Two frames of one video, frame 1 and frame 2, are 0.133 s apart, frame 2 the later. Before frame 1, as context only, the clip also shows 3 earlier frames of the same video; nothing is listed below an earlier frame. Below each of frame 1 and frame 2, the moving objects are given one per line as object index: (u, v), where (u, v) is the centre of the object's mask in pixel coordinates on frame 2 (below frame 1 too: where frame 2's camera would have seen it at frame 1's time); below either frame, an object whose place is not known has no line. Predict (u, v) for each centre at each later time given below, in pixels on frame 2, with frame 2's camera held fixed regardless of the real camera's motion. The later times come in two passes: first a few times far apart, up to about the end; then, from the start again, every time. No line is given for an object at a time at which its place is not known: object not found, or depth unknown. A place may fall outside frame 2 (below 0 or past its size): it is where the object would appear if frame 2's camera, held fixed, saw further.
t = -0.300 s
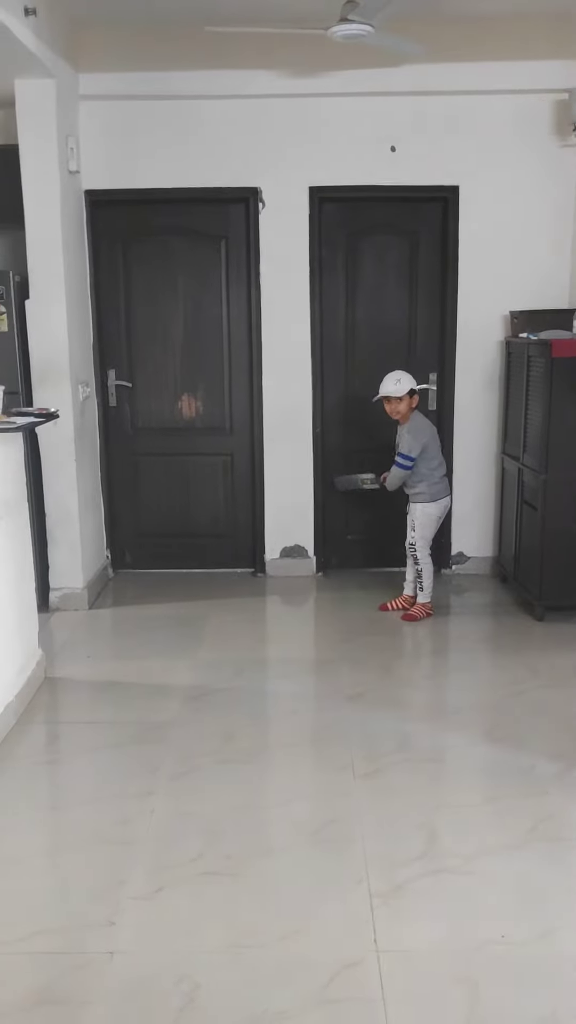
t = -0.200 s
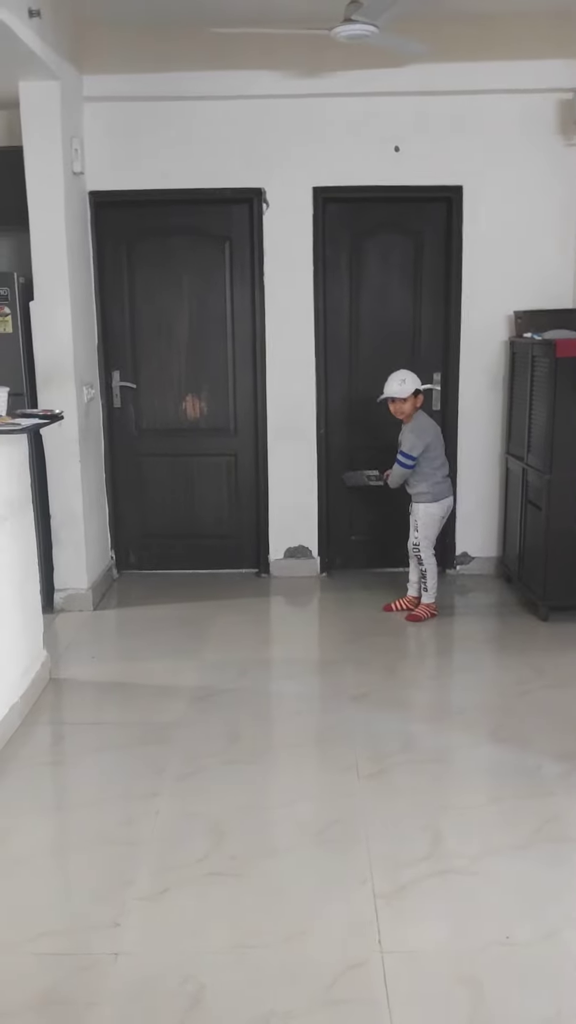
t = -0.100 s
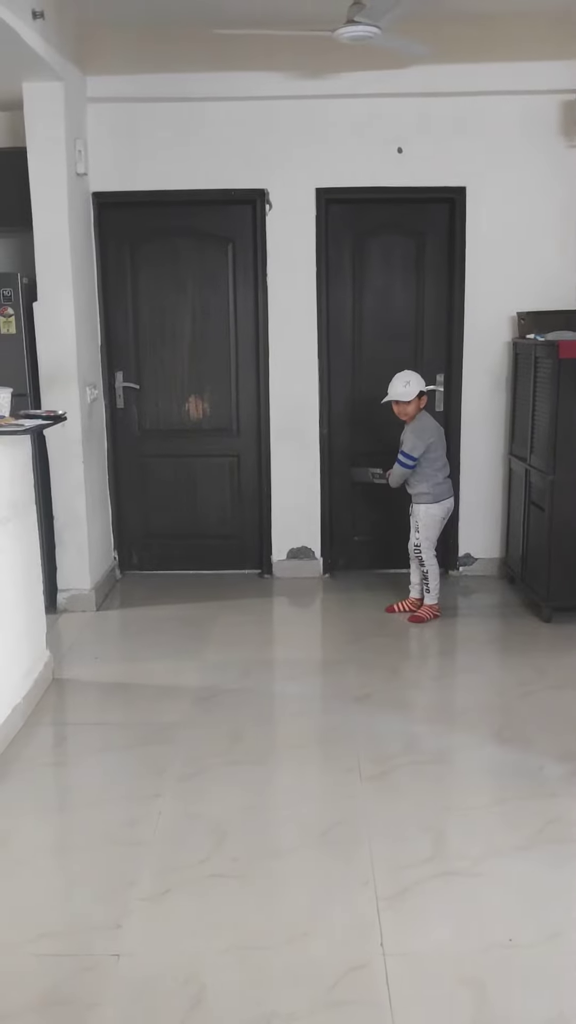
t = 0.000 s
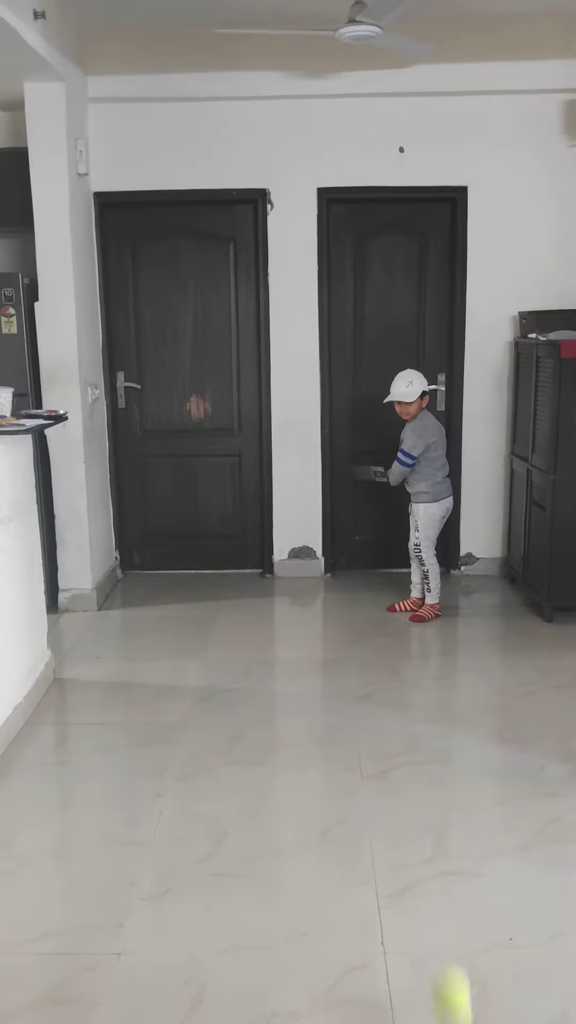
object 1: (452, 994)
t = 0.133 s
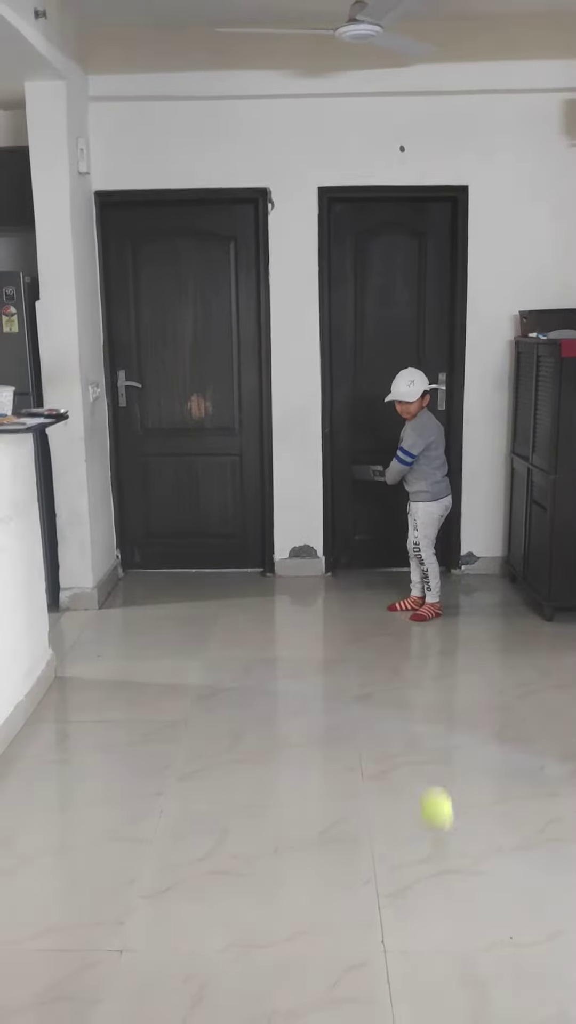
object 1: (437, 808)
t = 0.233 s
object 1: (426, 748)
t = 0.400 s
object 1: (412, 744)
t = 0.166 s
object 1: (433, 782)
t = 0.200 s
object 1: (429, 761)
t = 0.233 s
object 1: (426, 748)
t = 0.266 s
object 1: (422, 738)
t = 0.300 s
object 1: (420, 733)
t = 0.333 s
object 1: (417, 733)
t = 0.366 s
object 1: (414, 736)
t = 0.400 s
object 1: (412, 744)
